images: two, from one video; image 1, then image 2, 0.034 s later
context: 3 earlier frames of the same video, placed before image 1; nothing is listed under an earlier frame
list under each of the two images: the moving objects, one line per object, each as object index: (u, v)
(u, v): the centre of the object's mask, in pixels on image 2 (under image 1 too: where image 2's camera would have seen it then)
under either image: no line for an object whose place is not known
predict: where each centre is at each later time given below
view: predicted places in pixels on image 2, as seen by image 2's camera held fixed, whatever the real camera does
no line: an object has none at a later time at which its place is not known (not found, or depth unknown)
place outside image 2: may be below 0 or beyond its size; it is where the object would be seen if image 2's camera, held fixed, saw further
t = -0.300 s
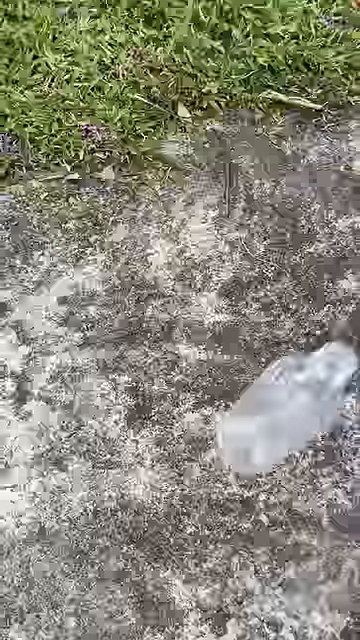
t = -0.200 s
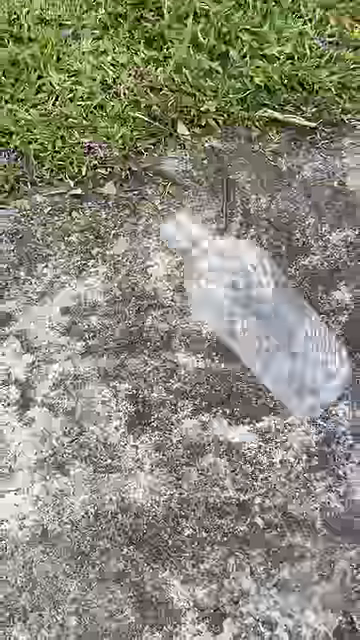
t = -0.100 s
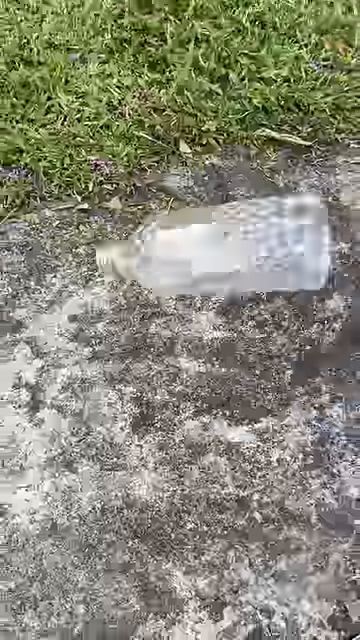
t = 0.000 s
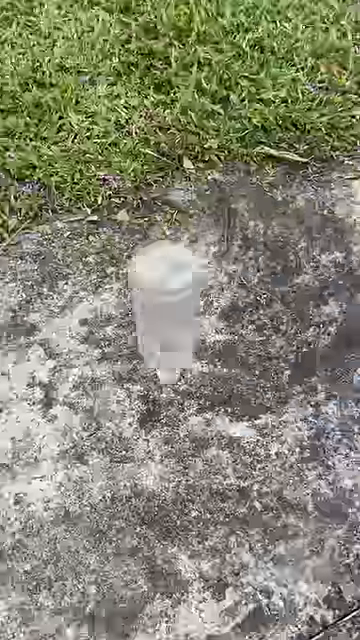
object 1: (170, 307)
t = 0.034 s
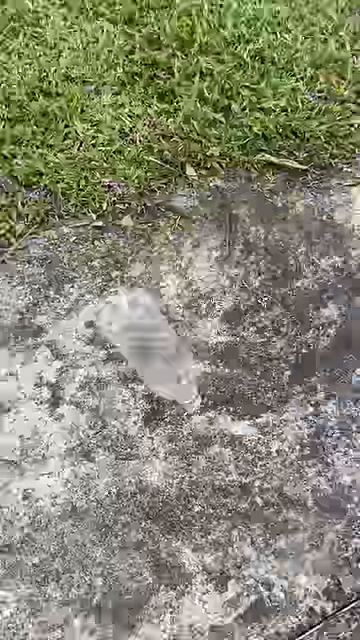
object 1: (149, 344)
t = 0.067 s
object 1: (133, 341)
